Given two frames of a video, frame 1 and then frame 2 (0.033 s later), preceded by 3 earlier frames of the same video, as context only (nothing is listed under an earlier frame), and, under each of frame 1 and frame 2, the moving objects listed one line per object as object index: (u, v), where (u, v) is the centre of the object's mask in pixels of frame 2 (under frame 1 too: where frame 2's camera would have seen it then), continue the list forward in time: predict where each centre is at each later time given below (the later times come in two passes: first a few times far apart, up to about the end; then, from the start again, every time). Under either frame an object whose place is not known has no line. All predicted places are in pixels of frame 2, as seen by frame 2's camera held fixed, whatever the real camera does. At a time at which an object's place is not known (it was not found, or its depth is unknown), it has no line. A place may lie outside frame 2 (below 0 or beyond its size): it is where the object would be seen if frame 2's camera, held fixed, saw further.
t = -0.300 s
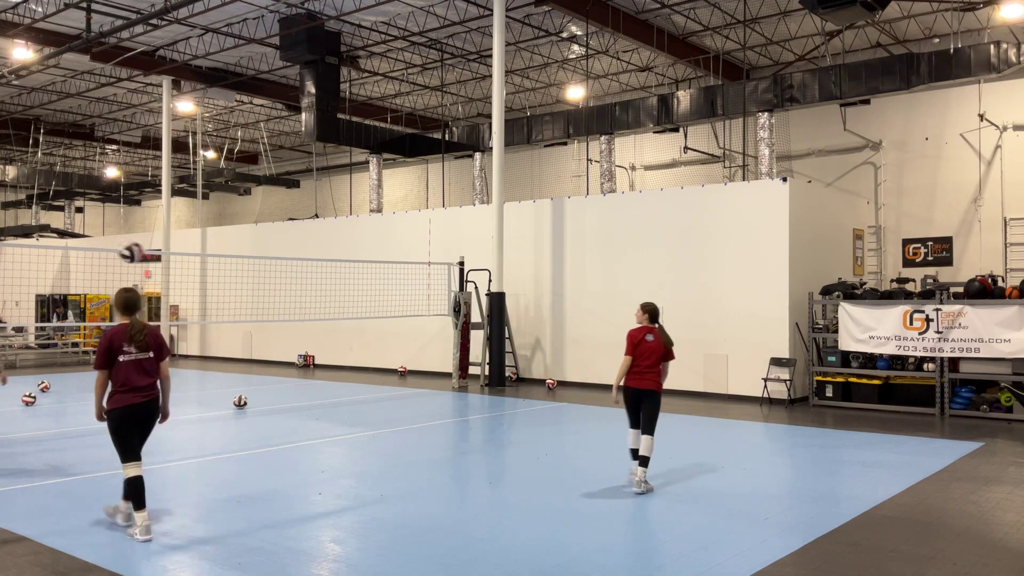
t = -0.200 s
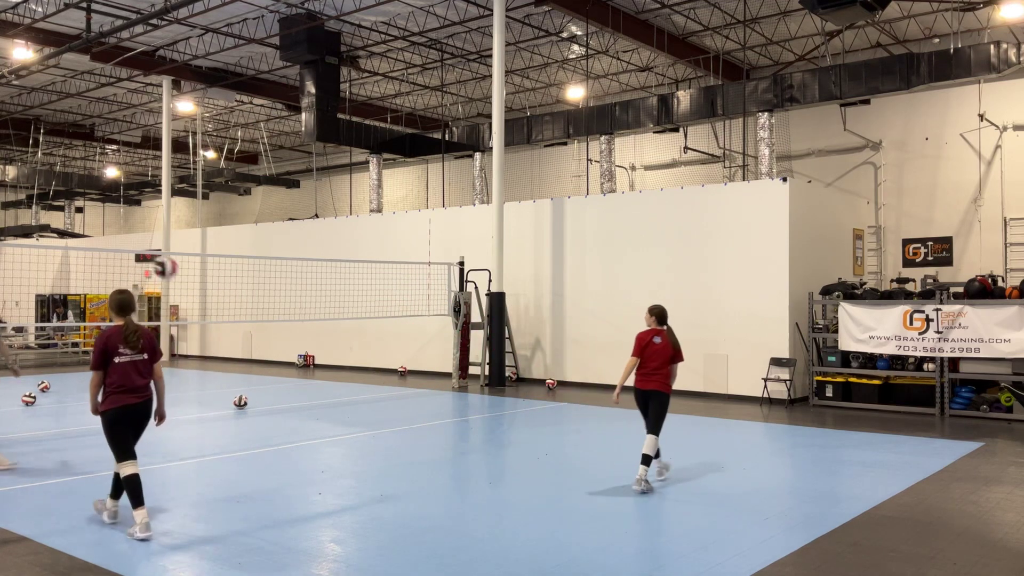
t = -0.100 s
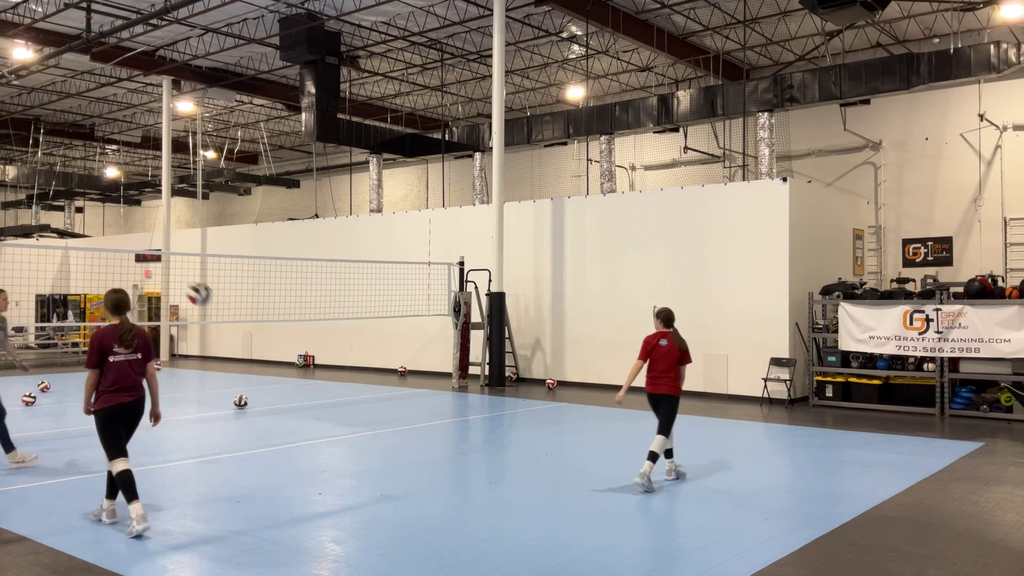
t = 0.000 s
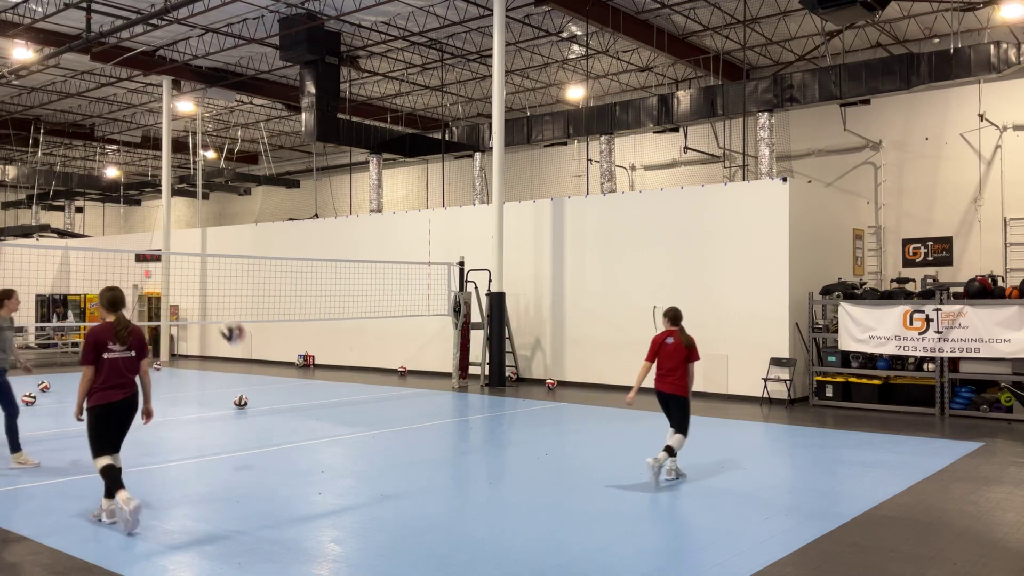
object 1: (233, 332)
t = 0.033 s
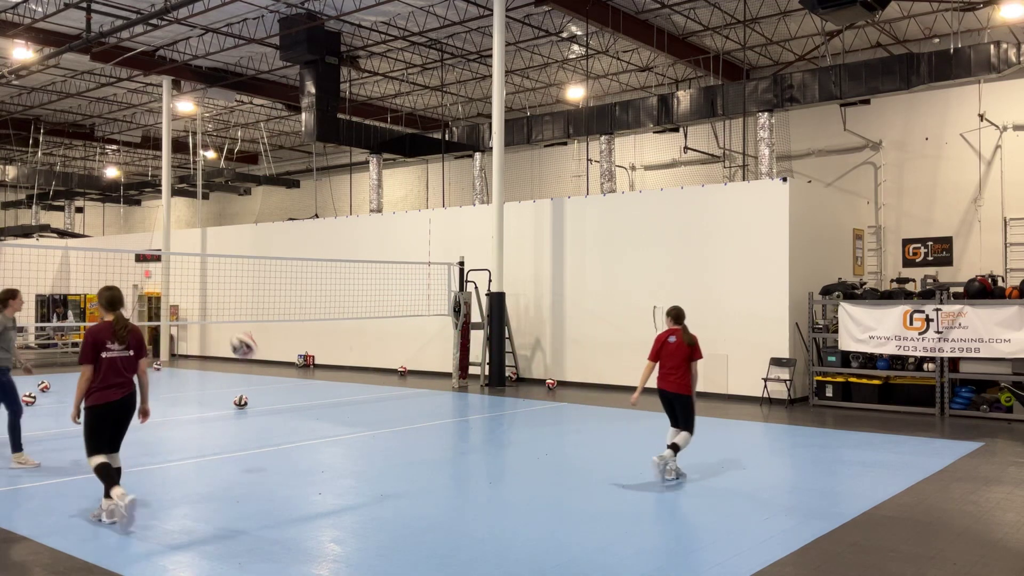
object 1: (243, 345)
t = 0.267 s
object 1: (317, 478)
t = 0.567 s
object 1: (395, 372)
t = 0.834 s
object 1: (465, 363)
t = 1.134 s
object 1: (541, 448)
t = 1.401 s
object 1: (608, 431)
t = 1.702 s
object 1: (683, 422)
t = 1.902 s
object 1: (733, 477)
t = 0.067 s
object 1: (255, 363)
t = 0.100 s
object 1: (265, 380)
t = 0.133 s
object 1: (276, 399)
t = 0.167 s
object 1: (285, 418)
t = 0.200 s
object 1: (296, 439)
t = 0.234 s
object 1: (307, 461)
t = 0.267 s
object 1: (317, 478)
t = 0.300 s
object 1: (326, 461)
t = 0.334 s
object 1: (335, 445)
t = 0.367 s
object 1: (344, 430)
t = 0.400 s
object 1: (353, 418)
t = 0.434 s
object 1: (362, 406)
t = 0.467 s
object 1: (370, 396)
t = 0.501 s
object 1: (379, 387)
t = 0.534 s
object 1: (387, 378)
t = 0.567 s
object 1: (395, 372)
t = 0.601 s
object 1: (404, 367)
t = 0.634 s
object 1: (413, 362)
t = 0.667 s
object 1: (421, 358)
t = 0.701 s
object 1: (430, 357)
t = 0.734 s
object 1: (438, 356)
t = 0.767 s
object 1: (446, 356)
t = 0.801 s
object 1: (456, 359)
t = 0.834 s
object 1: (465, 363)
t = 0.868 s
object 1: (472, 367)
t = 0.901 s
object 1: (481, 372)
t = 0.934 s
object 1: (490, 377)
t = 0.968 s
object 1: (497, 385)
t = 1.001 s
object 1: (506, 396)
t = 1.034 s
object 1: (515, 406)
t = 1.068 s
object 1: (524, 419)
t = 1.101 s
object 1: (533, 432)
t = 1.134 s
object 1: (541, 448)
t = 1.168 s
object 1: (550, 465)
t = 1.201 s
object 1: (558, 482)
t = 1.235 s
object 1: (567, 480)
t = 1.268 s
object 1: (575, 468)
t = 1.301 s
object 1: (583, 457)
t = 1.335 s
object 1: (592, 447)
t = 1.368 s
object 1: (600, 438)
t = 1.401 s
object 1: (608, 431)
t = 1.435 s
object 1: (616, 425)
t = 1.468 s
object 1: (624, 420)
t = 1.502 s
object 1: (633, 416)
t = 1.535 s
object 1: (641, 414)
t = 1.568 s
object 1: (649, 413)
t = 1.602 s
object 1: (657, 413)
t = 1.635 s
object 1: (666, 415)
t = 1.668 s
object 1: (674, 417)
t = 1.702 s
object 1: (683, 422)
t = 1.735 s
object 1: (691, 427)
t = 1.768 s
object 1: (699, 435)
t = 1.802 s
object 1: (708, 443)
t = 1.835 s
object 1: (716, 453)
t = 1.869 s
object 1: (725, 464)
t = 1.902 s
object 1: (733, 477)
